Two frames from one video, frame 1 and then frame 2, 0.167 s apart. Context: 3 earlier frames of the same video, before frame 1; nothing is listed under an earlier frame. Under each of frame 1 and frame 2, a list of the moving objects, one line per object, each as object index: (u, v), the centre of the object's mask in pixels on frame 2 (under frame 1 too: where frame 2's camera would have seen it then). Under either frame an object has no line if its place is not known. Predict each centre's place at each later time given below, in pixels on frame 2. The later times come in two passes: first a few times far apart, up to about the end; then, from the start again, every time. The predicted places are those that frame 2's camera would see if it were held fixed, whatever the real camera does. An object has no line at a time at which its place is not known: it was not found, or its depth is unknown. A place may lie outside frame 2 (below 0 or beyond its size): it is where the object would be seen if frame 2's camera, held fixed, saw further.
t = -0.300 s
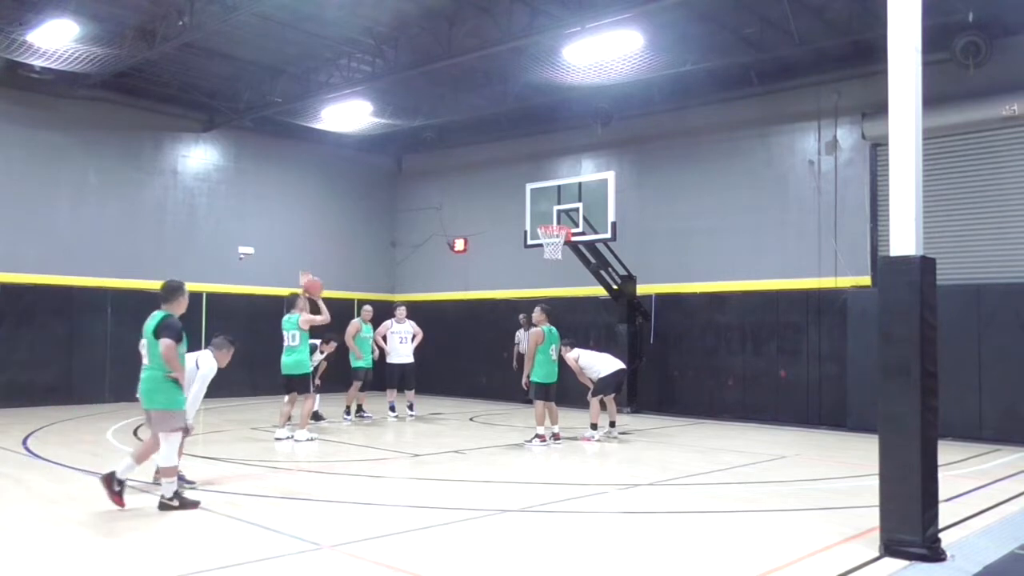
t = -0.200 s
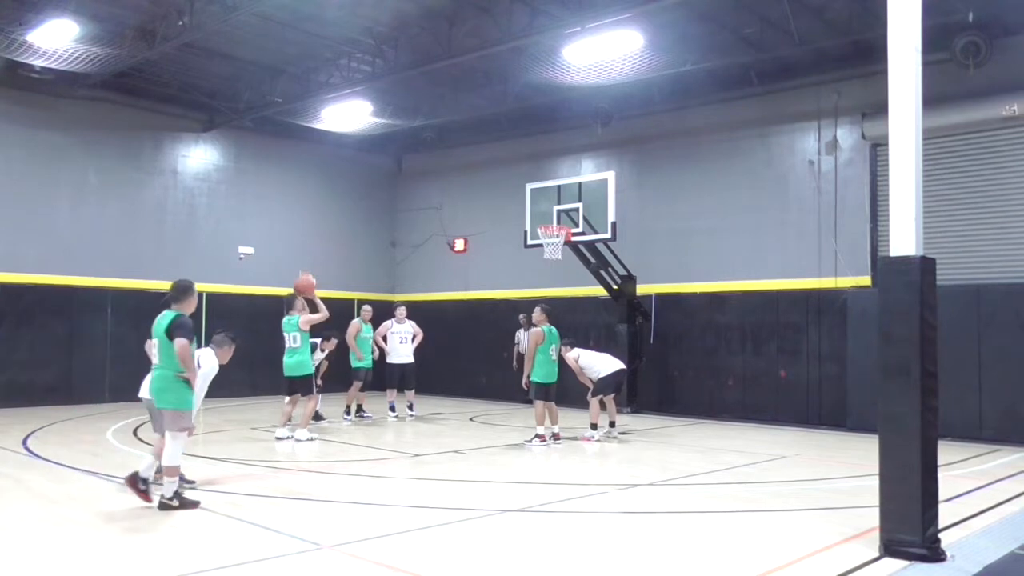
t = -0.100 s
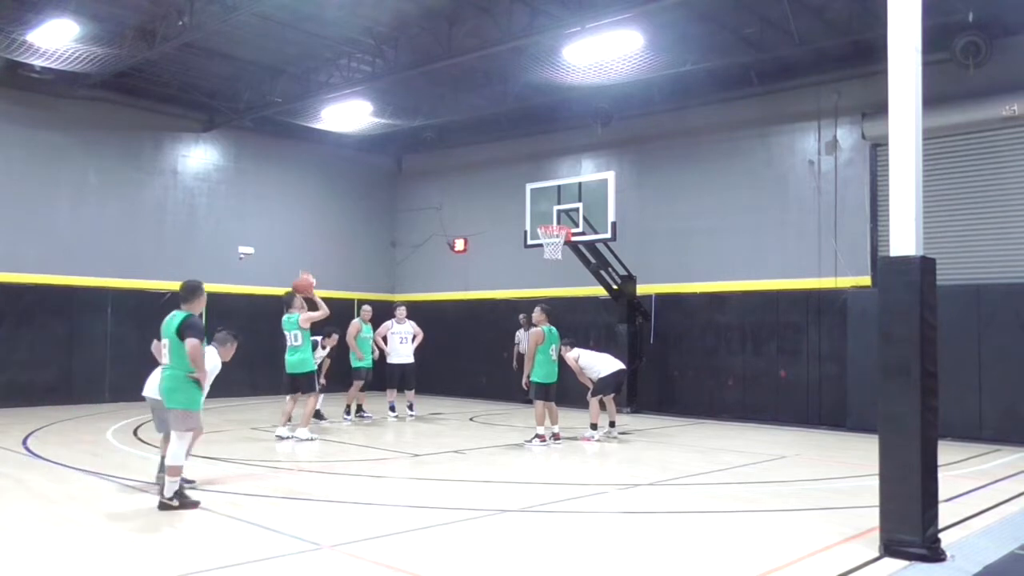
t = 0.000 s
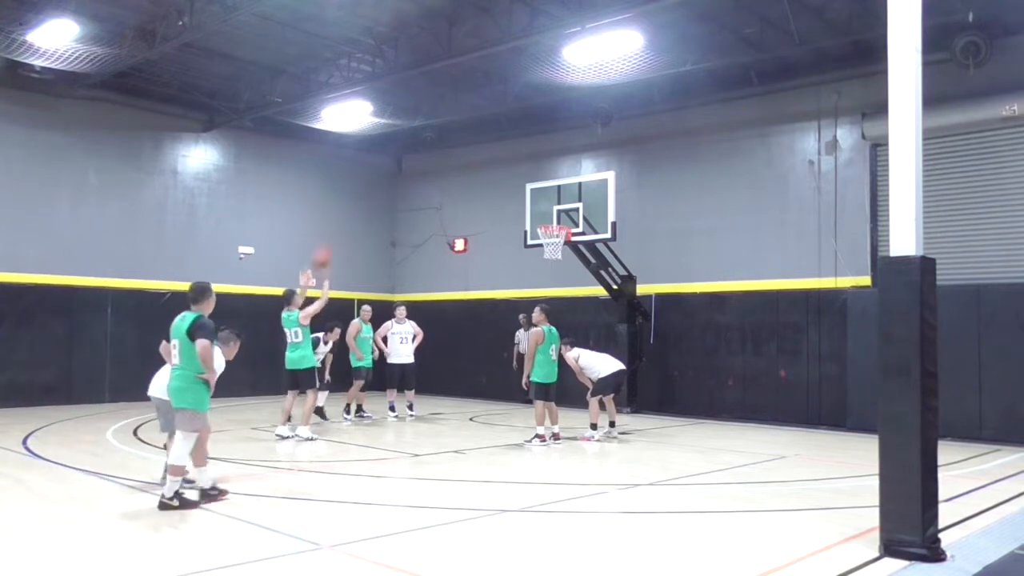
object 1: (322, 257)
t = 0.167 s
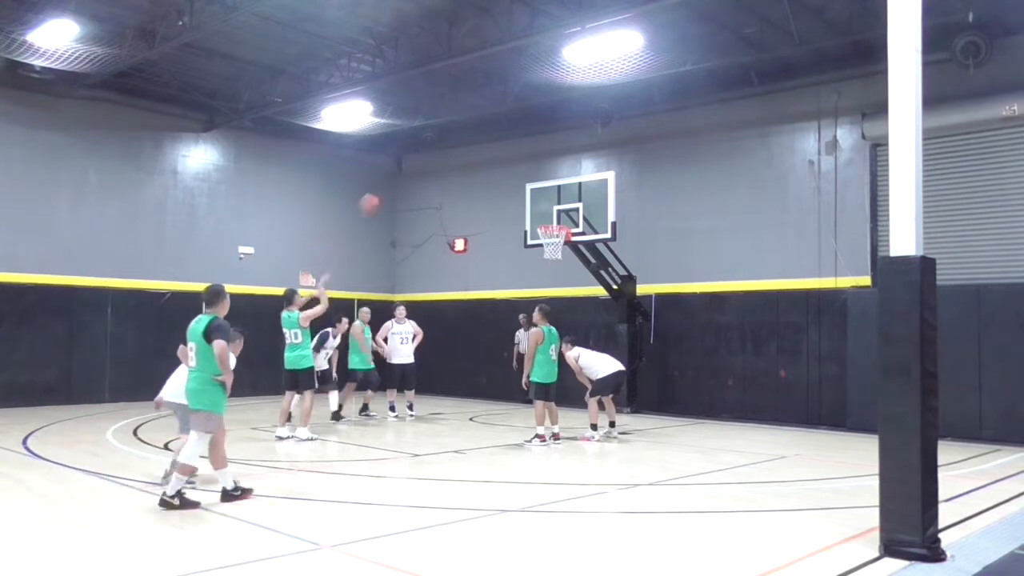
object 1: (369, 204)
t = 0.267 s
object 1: (396, 182)
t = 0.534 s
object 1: (459, 161)
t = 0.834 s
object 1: (519, 189)
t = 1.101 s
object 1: (569, 212)
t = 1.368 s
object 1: (592, 207)
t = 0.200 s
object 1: (378, 195)
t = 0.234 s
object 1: (387, 188)
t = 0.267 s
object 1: (396, 182)
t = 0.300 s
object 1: (404, 176)
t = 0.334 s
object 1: (412, 171)
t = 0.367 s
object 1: (420, 168)
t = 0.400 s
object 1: (428, 165)
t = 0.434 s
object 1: (436, 163)
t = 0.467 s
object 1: (444, 161)
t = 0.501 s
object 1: (451, 161)
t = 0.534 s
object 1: (459, 161)
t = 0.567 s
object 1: (466, 161)
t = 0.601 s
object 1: (473, 162)
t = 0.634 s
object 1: (480, 165)
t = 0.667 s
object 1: (487, 167)
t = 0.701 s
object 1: (494, 170)
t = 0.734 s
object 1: (501, 174)
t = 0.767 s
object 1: (508, 178)
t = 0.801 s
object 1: (514, 183)
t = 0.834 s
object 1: (519, 189)
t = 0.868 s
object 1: (527, 197)
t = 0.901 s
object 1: (531, 203)
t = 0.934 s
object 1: (538, 211)
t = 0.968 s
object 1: (544, 218)
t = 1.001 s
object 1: (549, 220)
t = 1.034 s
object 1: (556, 217)
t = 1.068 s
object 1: (562, 215)
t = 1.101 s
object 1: (569, 212)
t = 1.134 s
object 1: (572, 211)
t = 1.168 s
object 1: (579, 209)
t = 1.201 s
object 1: (581, 207)
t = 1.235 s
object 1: (582, 206)
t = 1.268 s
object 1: (584, 205)
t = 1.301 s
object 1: (587, 205)
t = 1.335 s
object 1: (589, 205)
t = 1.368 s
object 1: (592, 207)
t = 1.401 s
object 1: (594, 209)
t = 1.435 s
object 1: (596, 212)
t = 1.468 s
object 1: (598, 215)
